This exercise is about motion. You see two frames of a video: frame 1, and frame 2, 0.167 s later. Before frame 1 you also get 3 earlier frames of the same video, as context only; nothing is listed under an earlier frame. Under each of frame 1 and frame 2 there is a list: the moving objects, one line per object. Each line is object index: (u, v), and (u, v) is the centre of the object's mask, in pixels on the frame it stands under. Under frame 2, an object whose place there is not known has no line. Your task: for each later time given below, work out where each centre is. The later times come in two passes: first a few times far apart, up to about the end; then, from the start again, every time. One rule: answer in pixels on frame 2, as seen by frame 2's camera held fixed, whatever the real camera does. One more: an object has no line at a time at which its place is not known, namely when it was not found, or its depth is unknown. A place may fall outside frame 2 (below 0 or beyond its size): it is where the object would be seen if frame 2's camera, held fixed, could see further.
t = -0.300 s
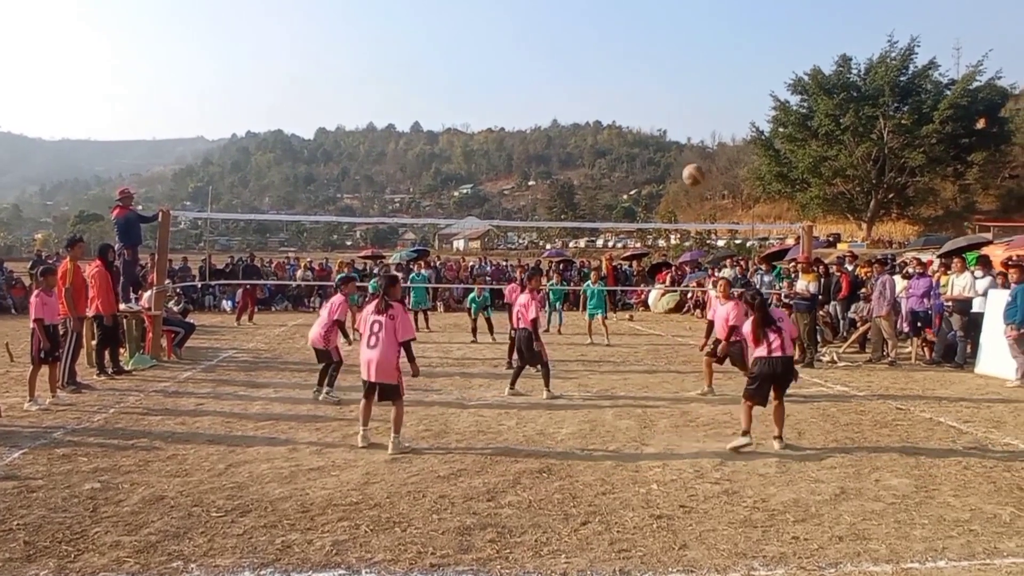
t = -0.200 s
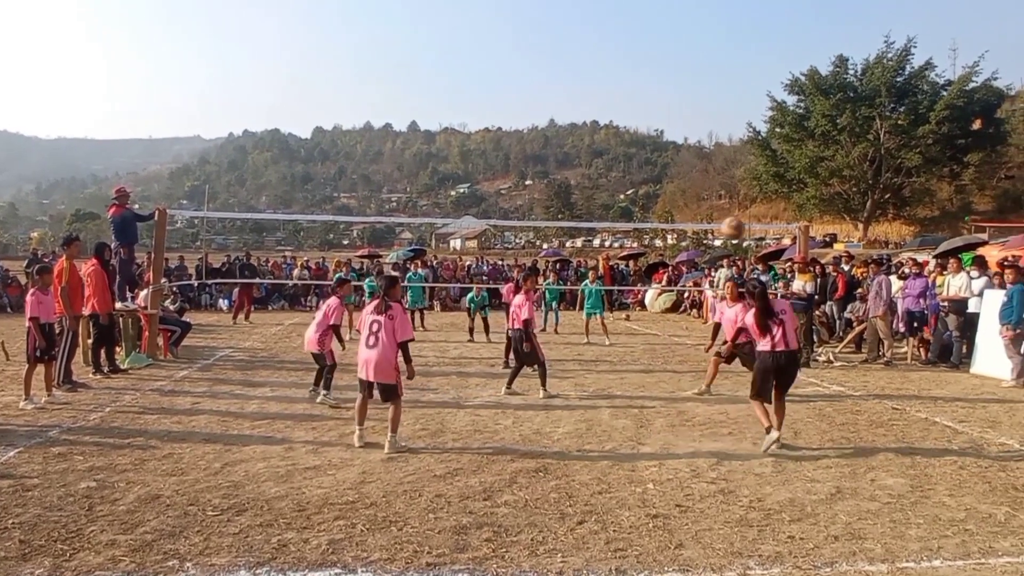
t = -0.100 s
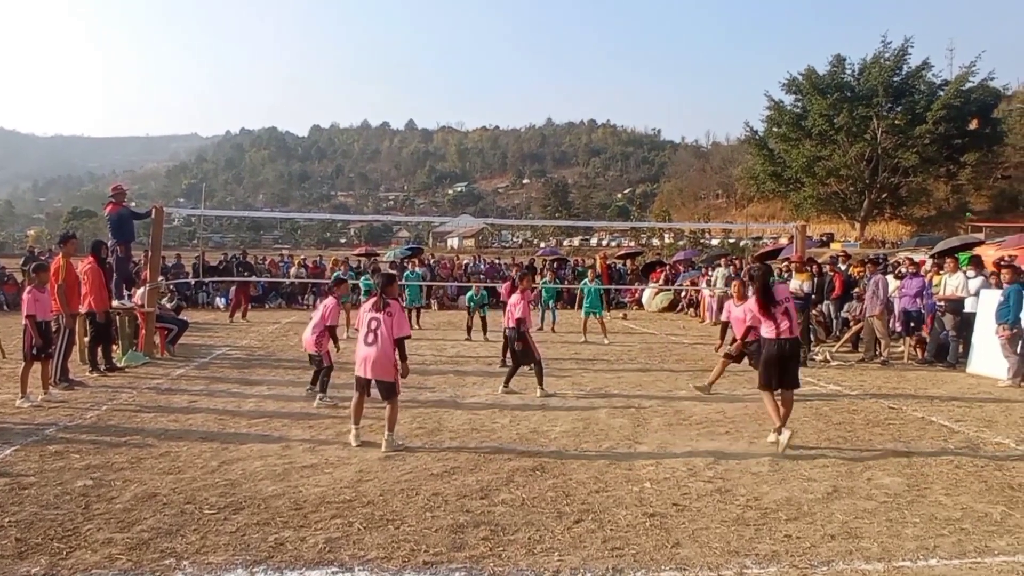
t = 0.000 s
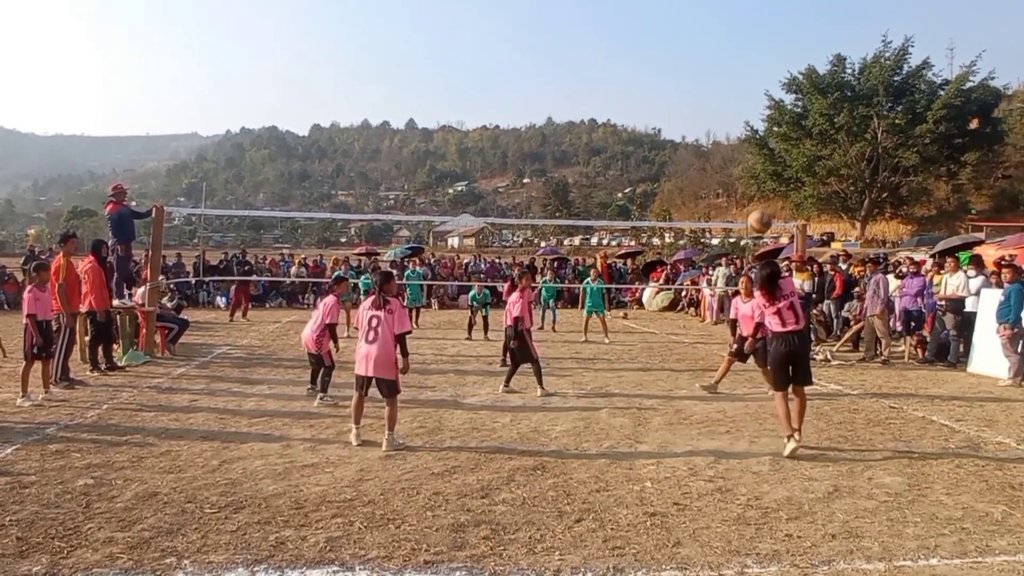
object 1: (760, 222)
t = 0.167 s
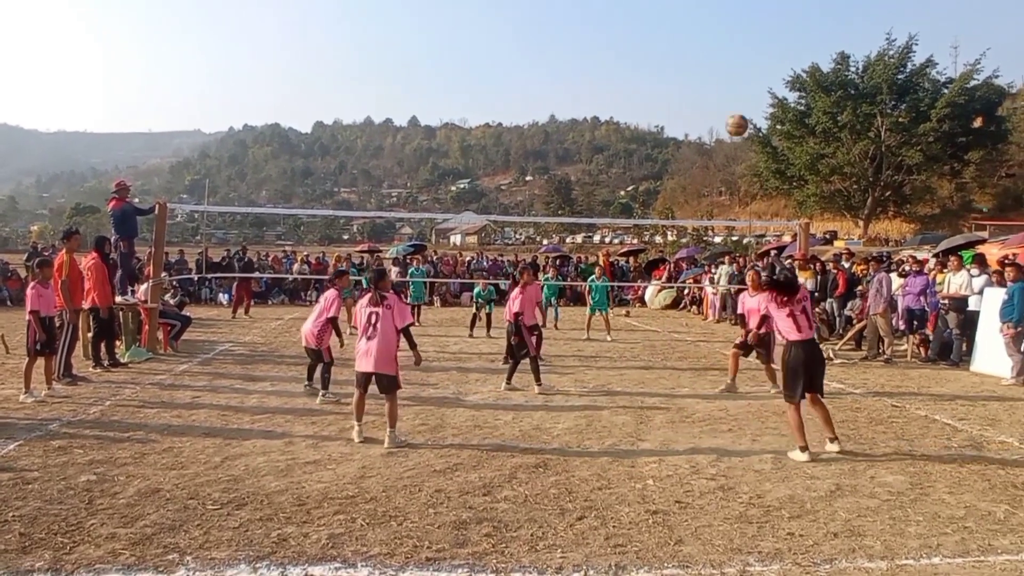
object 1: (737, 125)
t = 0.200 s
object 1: (732, 111)
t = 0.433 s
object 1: (704, 51)
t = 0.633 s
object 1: (682, 46)
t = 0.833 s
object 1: (663, 74)
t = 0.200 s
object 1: (732, 111)
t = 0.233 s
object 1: (727, 98)
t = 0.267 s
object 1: (723, 86)
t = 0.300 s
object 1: (719, 77)
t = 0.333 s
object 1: (715, 69)
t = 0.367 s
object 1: (711, 61)
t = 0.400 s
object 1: (708, 56)
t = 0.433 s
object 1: (704, 51)
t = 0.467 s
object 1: (700, 48)
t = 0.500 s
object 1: (696, 46)
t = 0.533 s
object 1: (693, 44)
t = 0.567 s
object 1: (689, 44)
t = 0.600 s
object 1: (686, 45)
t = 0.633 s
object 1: (682, 46)
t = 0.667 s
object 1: (679, 49)
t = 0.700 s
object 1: (675, 52)
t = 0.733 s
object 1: (672, 56)
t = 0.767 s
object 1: (669, 62)
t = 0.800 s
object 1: (666, 67)
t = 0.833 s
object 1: (663, 74)
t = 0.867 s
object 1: (659, 82)
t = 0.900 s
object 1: (656, 90)
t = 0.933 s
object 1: (654, 99)
